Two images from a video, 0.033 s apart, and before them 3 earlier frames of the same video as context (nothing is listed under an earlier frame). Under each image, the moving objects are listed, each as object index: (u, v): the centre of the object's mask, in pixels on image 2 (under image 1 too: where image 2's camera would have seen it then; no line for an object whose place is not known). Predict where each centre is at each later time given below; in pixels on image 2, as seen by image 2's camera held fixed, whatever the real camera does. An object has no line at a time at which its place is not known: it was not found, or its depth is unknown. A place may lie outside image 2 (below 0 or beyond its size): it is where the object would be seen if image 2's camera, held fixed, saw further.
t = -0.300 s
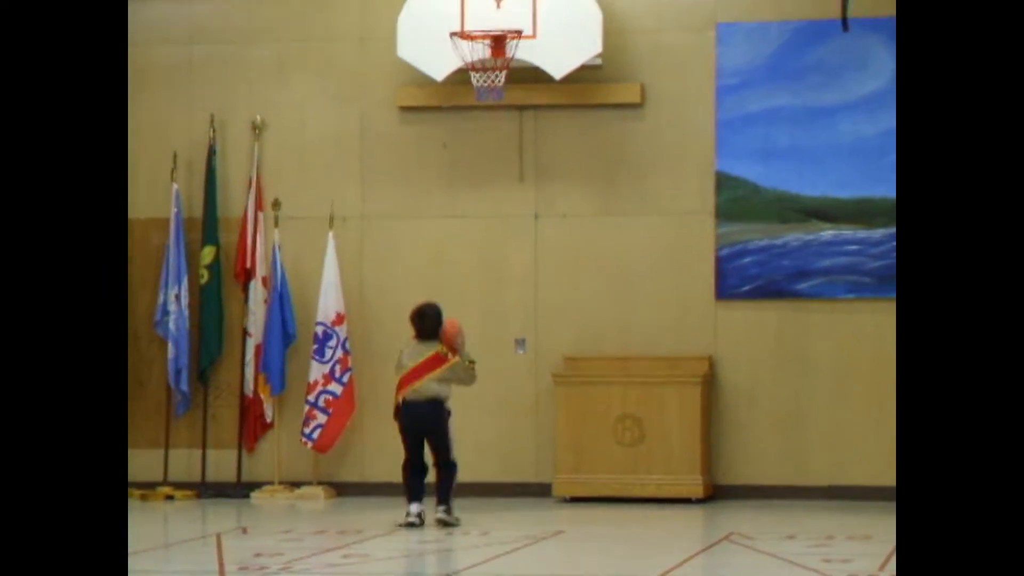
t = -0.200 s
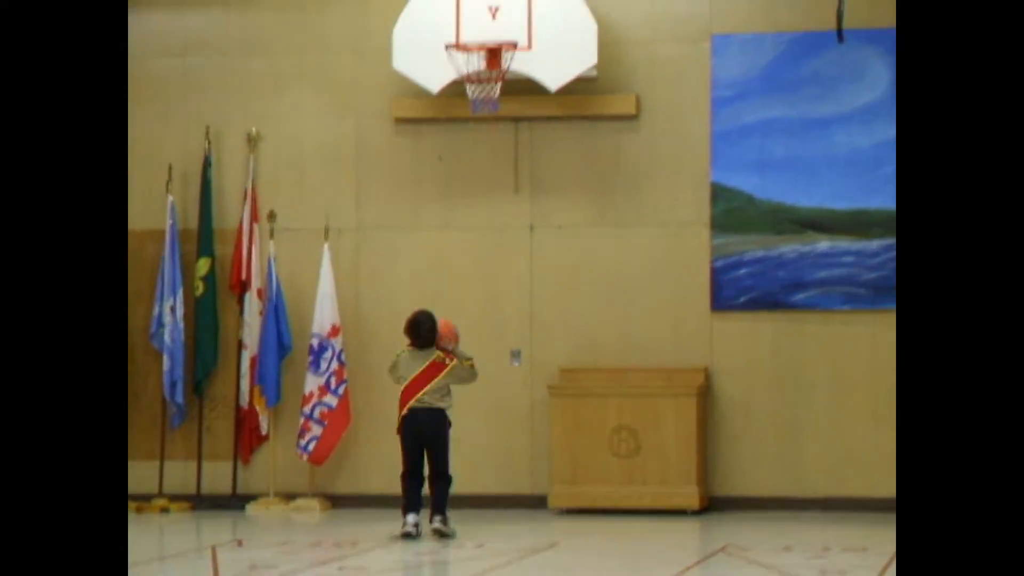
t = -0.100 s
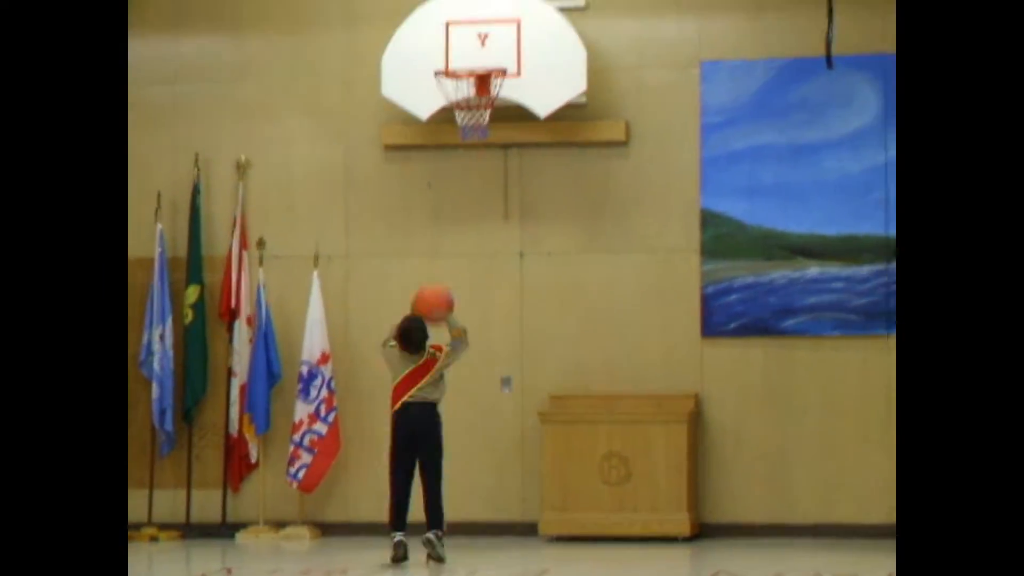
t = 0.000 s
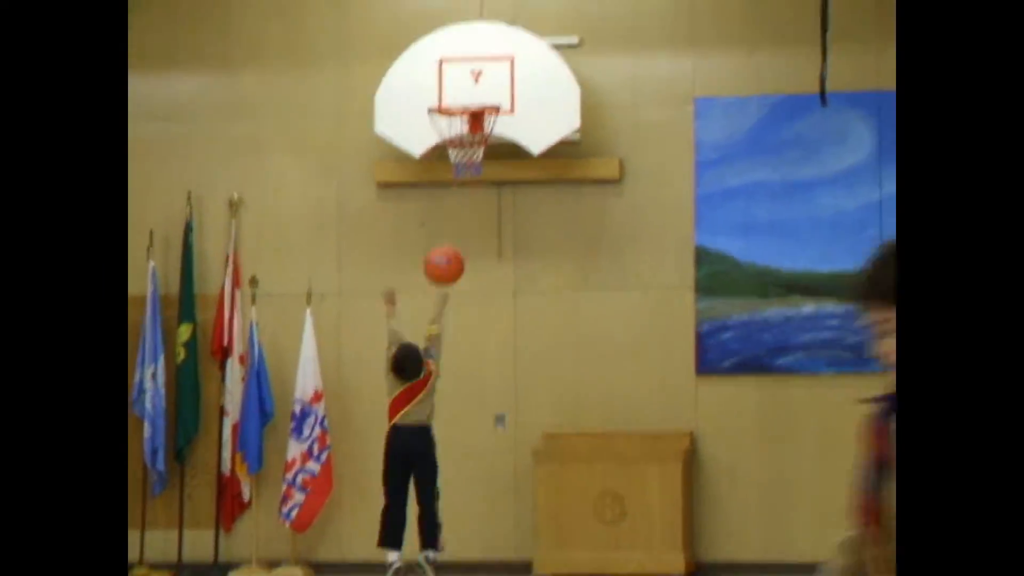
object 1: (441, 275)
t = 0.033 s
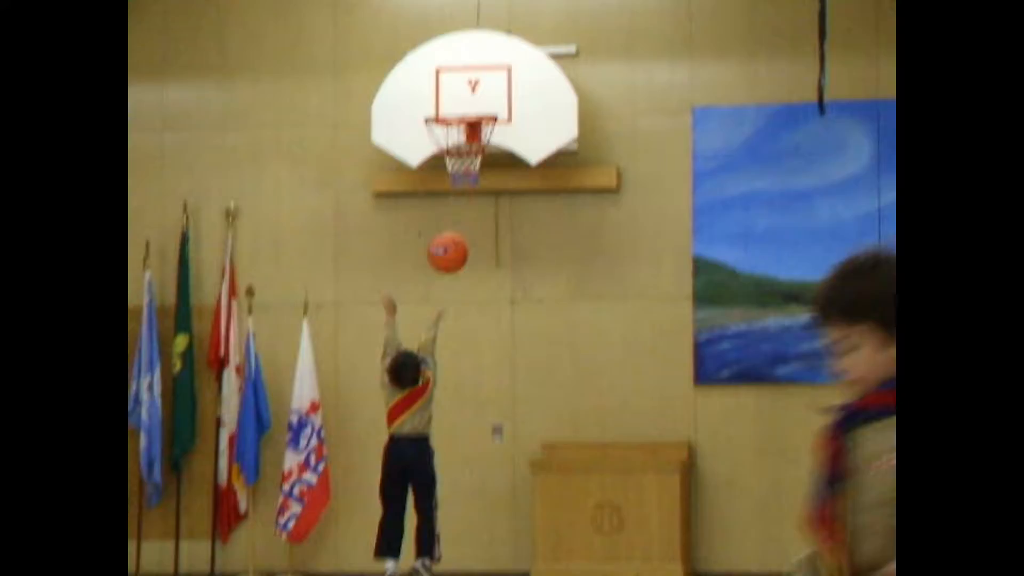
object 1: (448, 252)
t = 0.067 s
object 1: (455, 233)
